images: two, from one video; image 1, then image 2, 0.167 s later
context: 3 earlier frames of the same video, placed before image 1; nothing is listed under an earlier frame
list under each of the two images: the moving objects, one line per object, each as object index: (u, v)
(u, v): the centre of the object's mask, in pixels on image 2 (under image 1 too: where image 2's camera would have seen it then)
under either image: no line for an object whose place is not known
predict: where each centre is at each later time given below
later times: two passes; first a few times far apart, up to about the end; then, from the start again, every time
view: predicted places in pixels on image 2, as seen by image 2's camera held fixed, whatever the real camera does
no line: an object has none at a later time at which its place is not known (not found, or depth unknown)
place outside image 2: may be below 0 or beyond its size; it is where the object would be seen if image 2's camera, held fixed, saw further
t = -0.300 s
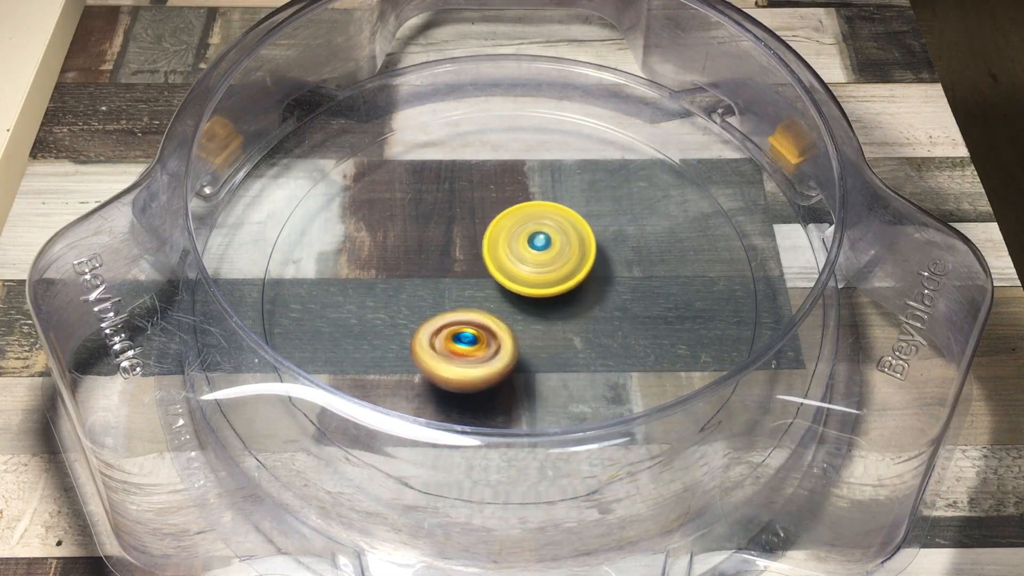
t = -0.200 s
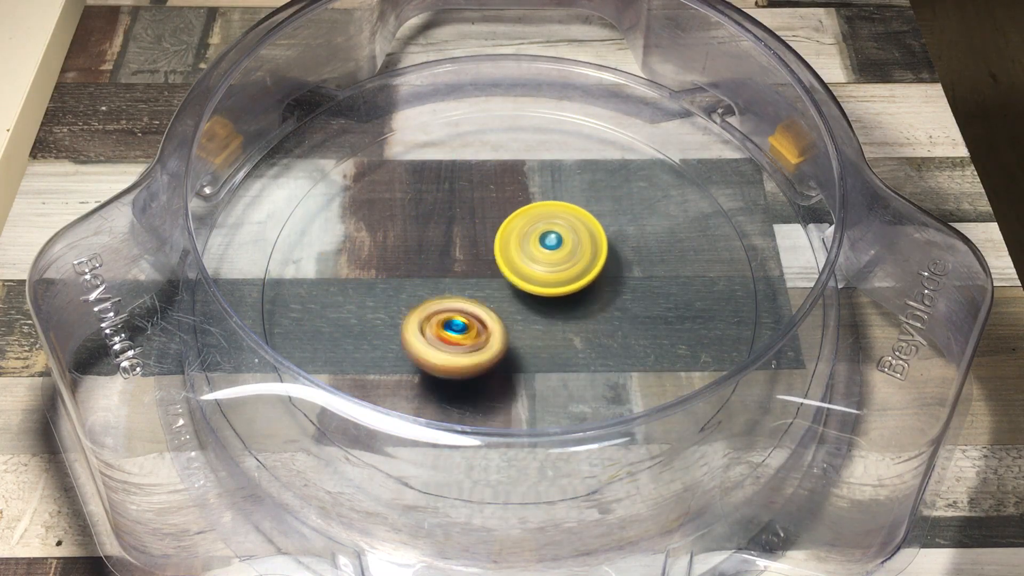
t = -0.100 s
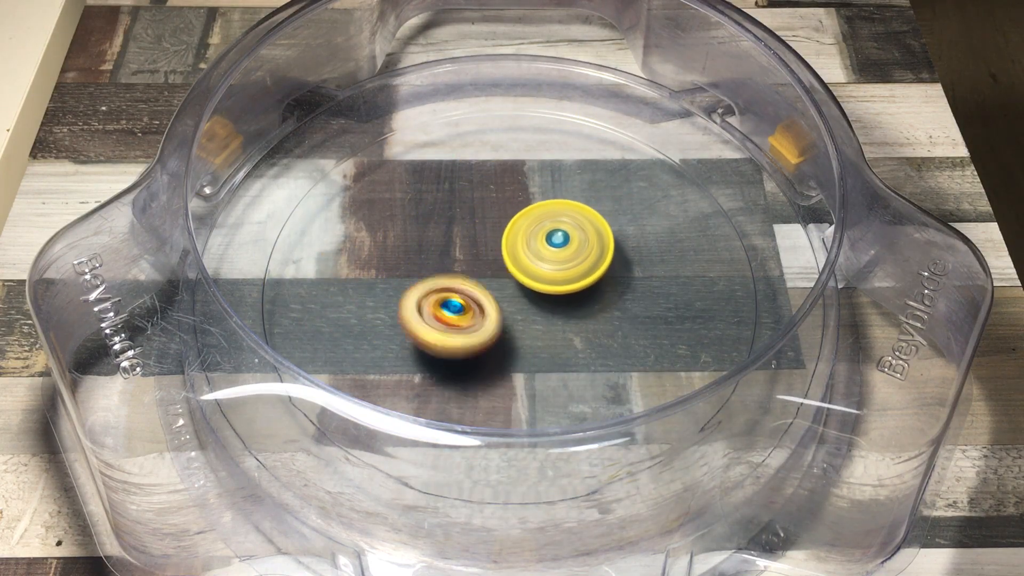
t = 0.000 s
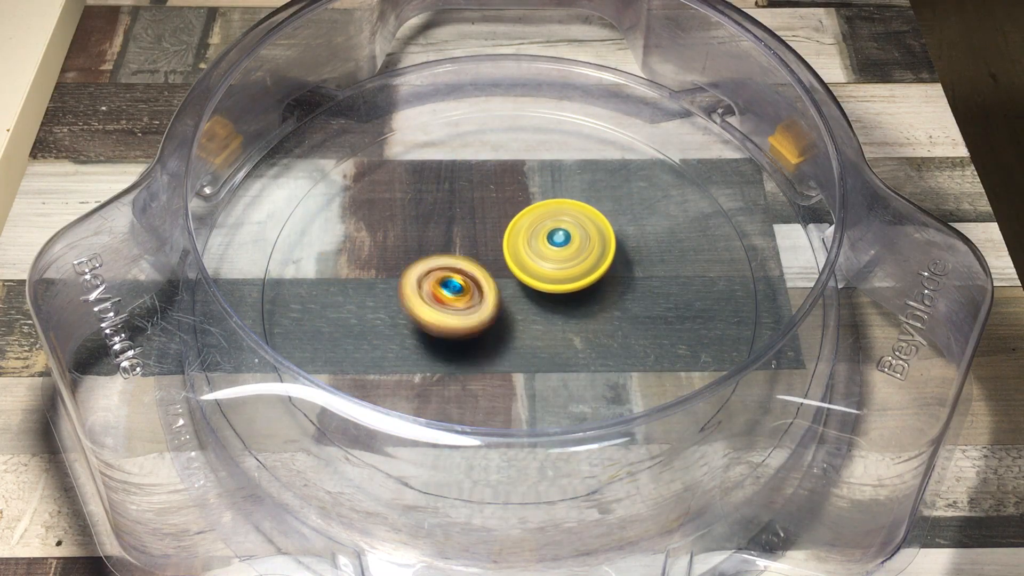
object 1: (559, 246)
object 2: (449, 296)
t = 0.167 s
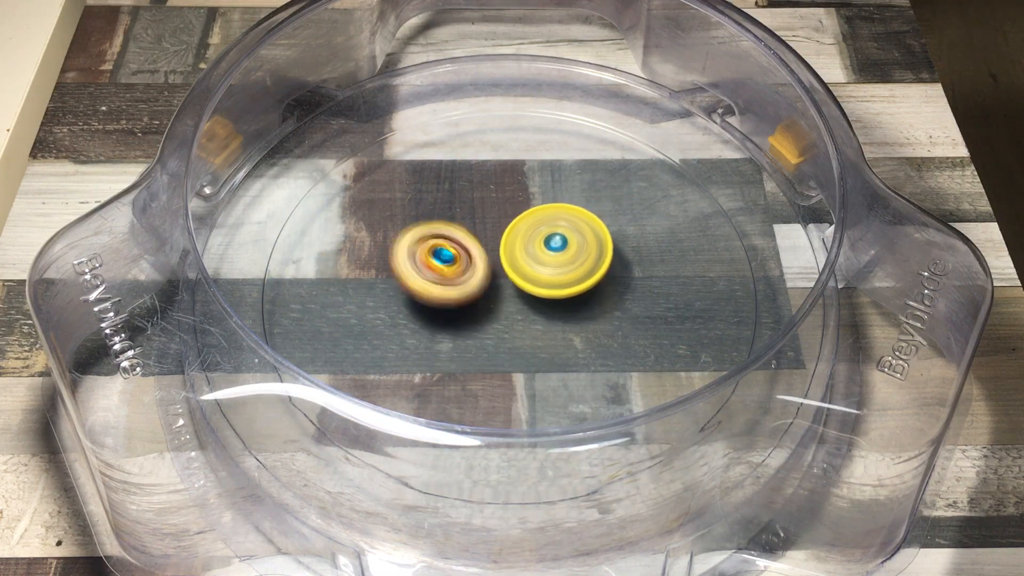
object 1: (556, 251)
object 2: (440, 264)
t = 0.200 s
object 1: (556, 252)
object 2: (433, 257)
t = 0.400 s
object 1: (552, 269)
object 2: (433, 226)
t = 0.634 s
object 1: (544, 297)
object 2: (478, 222)
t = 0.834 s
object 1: (545, 320)
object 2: (519, 219)
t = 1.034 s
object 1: (544, 325)
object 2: (552, 230)
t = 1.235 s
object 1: (529, 333)
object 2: (587, 234)
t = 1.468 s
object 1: (499, 325)
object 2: (605, 259)
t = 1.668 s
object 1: (470, 307)
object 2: (590, 290)
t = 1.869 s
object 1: (443, 288)
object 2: (550, 317)
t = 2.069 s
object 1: (424, 271)
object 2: (513, 333)
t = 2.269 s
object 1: (418, 254)
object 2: (485, 332)
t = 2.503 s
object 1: (437, 231)
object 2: (476, 328)
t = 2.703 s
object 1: (474, 220)
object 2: (480, 304)
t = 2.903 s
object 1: (507, 199)
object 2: (483, 291)
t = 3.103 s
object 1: (539, 191)
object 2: (475, 276)
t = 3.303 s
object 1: (556, 208)
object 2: (470, 284)
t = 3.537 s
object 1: (578, 244)
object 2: (476, 293)
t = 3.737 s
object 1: (581, 287)
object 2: (469, 302)
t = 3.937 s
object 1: (577, 322)
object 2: (448, 302)
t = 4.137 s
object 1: (556, 346)
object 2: (452, 288)
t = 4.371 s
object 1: (514, 350)
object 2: (480, 262)
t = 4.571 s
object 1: (476, 334)
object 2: (504, 242)
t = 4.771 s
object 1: (444, 302)
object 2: (525, 233)
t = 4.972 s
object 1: (428, 269)
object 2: (540, 241)
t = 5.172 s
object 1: (429, 240)
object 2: (546, 260)
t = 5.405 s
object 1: (453, 223)
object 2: (539, 287)
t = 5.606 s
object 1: (489, 224)
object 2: (527, 305)
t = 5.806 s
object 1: (533, 232)
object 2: (509, 317)
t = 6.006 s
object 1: (570, 248)
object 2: (495, 313)
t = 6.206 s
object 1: (590, 269)
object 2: (479, 292)
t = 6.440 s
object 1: (586, 298)
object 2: (456, 272)
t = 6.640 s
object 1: (561, 319)
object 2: (459, 257)
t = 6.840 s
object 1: (524, 331)
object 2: (480, 243)
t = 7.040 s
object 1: (484, 328)
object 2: (499, 231)
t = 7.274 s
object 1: (450, 307)
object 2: (527, 240)
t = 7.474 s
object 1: (438, 283)
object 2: (554, 258)
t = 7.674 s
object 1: (444, 256)
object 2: (567, 275)
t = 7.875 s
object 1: (464, 237)
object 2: (554, 294)
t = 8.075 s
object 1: (496, 227)
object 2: (527, 313)
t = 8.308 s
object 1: (537, 234)
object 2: (499, 326)
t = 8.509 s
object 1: (563, 251)
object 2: (478, 310)
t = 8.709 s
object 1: (576, 275)
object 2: (457, 283)
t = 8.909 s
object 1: (569, 302)
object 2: (448, 258)
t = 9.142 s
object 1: (539, 322)
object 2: (470, 240)
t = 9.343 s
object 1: (503, 326)
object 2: (508, 233)
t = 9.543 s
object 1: (468, 316)
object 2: (541, 234)
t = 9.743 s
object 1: (451, 294)
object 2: (560, 255)
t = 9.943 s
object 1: (448, 265)
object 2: (562, 286)
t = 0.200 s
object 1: (556, 252)
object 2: (433, 257)
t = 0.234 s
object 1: (556, 254)
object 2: (430, 250)
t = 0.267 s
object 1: (556, 256)
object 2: (427, 244)
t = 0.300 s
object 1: (555, 258)
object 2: (426, 238)
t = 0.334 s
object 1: (554, 262)
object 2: (427, 234)
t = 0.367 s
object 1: (553, 265)
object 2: (429, 230)
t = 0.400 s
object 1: (552, 269)
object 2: (433, 226)
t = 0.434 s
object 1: (550, 272)
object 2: (438, 225)
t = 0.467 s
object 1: (549, 277)
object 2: (443, 223)
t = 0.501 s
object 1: (548, 281)
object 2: (450, 221)
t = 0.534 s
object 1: (547, 285)
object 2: (457, 222)
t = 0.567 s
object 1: (546, 289)
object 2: (463, 221)
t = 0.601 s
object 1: (545, 293)
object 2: (470, 221)
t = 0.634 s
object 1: (544, 297)
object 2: (478, 222)
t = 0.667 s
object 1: (544, 301)
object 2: (484, 222)
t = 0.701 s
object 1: (543, 304)
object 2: (492, 222)
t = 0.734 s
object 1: (543, 309)
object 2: (499, 221)
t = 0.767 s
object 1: (544, 314)
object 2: (505, 219)
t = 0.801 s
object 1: (544, 317)
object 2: (512, 219)
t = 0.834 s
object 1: (545, 320)
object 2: (519, 219)
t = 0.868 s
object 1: (545, 322)
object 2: (524, 219)
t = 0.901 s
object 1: (546, 324)
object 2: (530, 220)
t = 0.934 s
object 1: (546, 325)
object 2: (536, 222)
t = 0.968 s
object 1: (546, 326)
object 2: (541, 225)
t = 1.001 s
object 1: (545, 326)
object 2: (546, 227)
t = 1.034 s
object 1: (544, 325)
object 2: (552, 230)
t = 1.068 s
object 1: (542, 325)
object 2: (556, 233)
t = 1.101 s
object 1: (540, 326)
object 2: (561, 234)
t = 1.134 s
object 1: (536, 331)
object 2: (568, 231)
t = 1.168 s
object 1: (534, 333)
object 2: (576, 231)
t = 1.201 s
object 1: (532, 333)
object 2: (582, 232)
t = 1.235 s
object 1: (529, 333)
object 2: (587, 234)
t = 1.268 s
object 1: (525, 333)
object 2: (593, 236)
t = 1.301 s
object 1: (521, 332)
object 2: (597, 240)
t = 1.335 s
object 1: (518, 332)
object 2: (600, 243)
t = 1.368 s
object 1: (514, 330)
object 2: (602, 246)
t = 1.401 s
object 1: (509, 329)
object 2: (604, 250)
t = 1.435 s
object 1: (504, 327)
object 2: (605, 255)
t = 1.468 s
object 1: (499, 325)
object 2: (605, 259)
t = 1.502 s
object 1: (495, 323)
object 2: (604, 264)
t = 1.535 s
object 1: (490, 320)
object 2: (603, 269)
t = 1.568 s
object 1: (485, 317)
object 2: (601, 274)
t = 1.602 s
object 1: (480, 314)
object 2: (597, 280)
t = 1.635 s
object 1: (475, 310)
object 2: (594, 285)
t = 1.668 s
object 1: (470, 307)
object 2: (590, 290)
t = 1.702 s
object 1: (465, 303)
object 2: (584, 295)
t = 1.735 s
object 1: (460, 300)
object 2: (578, 300)
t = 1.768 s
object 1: (456, 296)
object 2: (572, 304)
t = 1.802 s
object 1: (452, 293)
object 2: (566, 310)
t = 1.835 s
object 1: (447, 290)
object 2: (558, 314)
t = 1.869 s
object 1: (443, 288)
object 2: (550, 317)
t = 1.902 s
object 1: (440, 286)
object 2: (543, 320)
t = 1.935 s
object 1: (437, 283)
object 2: (536, 324)
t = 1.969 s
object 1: (433, 280)
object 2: (530, 327)
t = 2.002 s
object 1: (429, 277)
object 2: (524, 330)
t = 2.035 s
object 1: (427, 274)
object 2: (519, 332)
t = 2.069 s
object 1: (424, 271)
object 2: (513, 333)
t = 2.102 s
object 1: (423, 269)
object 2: (506, 333)
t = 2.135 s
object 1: (422, 266)
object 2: (500, 332)
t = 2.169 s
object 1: (422, 264)
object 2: (494, 330)
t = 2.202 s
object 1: (420, 260)
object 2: (492, 331)
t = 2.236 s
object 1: (419, 256)
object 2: (489, 332)
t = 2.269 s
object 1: (418, 254)
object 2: (485, 332)
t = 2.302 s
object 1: (419, 252)
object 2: (481, 330)
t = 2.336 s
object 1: (421, 250)
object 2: (477, 328)
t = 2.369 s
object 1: (425, 248)
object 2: (475, 325)
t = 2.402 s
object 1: (427, 243)
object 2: (475, 327)
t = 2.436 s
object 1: (430, 238)
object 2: (475, 328)
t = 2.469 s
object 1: (433, 233)
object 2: (476, 329)
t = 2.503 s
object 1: (437, 231)
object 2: (476, 328)
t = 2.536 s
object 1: (442, 229)
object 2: (478, 325)
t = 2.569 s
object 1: (447, 227)
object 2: (479, 323)
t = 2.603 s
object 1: (453, 226)
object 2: (480, 319)
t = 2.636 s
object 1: (460, 224)
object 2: (480, 314)
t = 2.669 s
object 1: (467, 223)
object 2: (480, 309)
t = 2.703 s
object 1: (474, 220)
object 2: (480, 304)
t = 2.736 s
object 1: (481, 214)
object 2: (480, 303)
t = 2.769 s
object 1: (486, 209)
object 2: (481, 302)
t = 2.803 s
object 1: (491, 206)
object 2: (481, 301)
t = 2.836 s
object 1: (496, 203)
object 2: (482, 298)
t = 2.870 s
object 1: (502, 202)
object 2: (483, 295)
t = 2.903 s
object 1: (507, 199)
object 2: (483, 291)
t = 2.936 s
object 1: (512, 198)
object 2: (484, 286)
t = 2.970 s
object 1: (516, 197)
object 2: (485, 282)
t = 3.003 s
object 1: (521, 196)
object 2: (485, 278)
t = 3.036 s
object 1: (526, 196)
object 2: (483, 275)
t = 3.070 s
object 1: (534, 192)
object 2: (479, 275)
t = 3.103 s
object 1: (539, 191)
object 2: (475, 276)
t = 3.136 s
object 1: (542, 191)
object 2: (472, 277)
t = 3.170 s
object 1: (545, 193)
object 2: (470, 278)
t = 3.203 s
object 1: (548, 195)
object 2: (469, 280)
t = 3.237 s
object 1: (551, 198)
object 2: (469, 281)
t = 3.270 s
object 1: (554, 203)
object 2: (469, 283)
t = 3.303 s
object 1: (556, 208)
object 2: (470, 284)
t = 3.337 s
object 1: (559, 213)
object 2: (472, 285)
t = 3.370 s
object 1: (562, 219)
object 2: (475, 286)
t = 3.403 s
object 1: (564, 226)
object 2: (479, 287)
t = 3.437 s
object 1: (567, 231)
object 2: (483, 286)
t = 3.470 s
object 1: (571, 236)
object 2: (485, 286)
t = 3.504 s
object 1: (576, 239)
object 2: (480, 290)
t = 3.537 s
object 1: (578, 244)
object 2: (476, 293)
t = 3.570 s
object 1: (578, 250)
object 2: (474, 295)
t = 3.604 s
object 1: (578, 257)
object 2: (472, 298)
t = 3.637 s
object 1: (578, 265)
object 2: (472, 299)
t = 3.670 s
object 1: (578, 272)
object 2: (472, 301)
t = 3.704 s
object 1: (578, 280)
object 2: (472, 302)
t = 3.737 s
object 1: (581, 287)
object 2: (469, 302)
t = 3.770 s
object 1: (584, 291)
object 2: (463, 303)
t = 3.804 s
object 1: (584, 297)
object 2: (458, 303)
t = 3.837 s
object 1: (583, 303)
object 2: (454, 303)
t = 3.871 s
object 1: (582, 309)
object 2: (452, 303)
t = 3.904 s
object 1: (580, 316)
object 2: (450, 302)
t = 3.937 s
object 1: (577, 322)
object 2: (448, 302)
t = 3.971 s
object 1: (574, 327)
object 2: (447, 301)
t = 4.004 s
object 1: (572, 332)
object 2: (447, 299)
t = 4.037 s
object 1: (569, 337)
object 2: (447, 297)
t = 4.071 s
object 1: (565, 340)
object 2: (448, 295)
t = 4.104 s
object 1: (561, 343)
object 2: (450, 291)
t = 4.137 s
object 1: (556, 346)
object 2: (452, 288)
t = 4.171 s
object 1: (551, 348)
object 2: (456, 284)
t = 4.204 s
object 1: (545, 349)
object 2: (459, 281)
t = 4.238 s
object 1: (539, 350)
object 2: (463, 277)
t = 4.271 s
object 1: (532, 351)
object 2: (467, 274)
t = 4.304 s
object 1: (526, 351)
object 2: (471, 271)
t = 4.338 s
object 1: (520, 351)
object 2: (475, 267)
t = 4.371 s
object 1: (514, 350)
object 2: (480, 262)
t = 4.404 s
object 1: (507, 349)
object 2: (484, 258)
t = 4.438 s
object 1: (500, 347)
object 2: (488, 254)
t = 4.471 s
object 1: (494, 344)
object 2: (492, 251)
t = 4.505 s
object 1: (488, 342)
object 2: (497, 248)
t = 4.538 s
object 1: (482, 338)
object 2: (500, 245)
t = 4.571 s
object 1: (476, 334)
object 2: (504, 242)
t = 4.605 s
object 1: (470, 329)
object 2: (508, 240)
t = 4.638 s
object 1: (464, 324)
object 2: (512, 238)
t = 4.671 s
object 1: (459, 319)
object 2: (515, 236)
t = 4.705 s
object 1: (454, 314)
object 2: (518, 234)
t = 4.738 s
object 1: (449, 308)
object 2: (522, 233)
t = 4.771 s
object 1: (444, 302)
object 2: (525, 233)
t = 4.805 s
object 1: (440, 296)
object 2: (528, 233)
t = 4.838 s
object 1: (437, 291)
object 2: (531, 233)
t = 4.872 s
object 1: (434, 286)
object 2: (534, 235)
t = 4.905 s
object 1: (431, 280)
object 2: (536, 236)
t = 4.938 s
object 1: (430, 275)
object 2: (539, 238)
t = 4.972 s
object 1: (428, 269)
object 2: (540, 241)
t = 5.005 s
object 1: (428, 263)
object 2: (542, 243)
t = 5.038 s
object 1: (428, 258)
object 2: (543, 246)
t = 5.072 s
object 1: (428, 253)
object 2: (545, 249)
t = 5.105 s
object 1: (428, 249)
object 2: (545, 253)
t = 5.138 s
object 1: (428, 244)
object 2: (546, 257)
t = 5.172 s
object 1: (429, 240)
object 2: (546, 260)
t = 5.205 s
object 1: (432, 236)
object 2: (546, 264)
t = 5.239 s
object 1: (434, 233)
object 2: (545, 268)
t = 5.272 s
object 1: (437, 231)
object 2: (544, 272)
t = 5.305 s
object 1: (440, 228)
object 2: (543, 276)
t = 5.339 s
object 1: (444, 226)
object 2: (542, 280)
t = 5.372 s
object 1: (448, 225)
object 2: (541, 283)
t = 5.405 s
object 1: (453, 223)
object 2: (539, 287)
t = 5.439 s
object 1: (458, 223)
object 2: (537, 290)
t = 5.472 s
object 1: (464, 222)
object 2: (536, 294)
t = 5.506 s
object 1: (470, 223)
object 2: (533, 297)
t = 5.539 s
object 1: (476, 223)
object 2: (531, 300)
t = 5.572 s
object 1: (483, 223)
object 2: (529, 303)
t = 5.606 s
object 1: (489, 224)
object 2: (527, 305)
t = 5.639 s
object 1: (496, 224)
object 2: (524, 307)
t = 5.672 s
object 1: (504, 225)
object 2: (521, 309)
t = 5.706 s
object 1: (511, 226)
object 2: (517, 312)
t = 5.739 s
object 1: (518, 228)
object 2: (515, 314)
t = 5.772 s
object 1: (525, 230)
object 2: (512, 316)
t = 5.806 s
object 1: (533, 232)
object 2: (509, 317)
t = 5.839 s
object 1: (540, 235)
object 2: (507, 318)
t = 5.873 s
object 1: (546, 237)
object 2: (504, 318)
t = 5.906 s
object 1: (553, 240)
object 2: (502, 317)
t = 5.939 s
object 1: (559, 242)
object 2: (499, 316)
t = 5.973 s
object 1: (565, 245)
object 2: (497, 315)
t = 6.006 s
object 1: (570, 248)
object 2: (495, 313)
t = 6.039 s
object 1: (574, 251)
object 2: (492, 310)
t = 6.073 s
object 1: (578, 255)
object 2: (490, 307)
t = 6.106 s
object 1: (581, 258)
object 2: (489, 303)
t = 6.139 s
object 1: (584, 262)
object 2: (487, 300)
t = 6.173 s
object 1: (587, 265)
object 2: (485, 295)
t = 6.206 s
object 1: (590, 269)
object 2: (479, 292)
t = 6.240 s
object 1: (591, 273)
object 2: (475, 290)
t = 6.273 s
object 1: (592, 277)
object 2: (470, 287)
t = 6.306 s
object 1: (591, 281)
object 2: (467, 284)
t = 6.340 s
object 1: (591, 285)
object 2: (463, 281)
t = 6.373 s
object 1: (589, 290)
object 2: (460, 278)
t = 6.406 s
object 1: (588, 294)
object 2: (458, 275)
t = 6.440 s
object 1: (586, 298)
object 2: (456, 272)
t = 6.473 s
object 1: (583, 303)
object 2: (455, 269)
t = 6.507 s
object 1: (579, 307)
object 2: (454, 266)
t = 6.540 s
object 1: (575, 310)
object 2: (454, 264)
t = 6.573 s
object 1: (571, 314)
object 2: (455, 261)
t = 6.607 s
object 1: (566, 317)
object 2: (457, 259)
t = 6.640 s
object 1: (561, 319)
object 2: (459, 257)
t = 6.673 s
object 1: (555, 322)
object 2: (462, 255)
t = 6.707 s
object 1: (548, 324)
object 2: (466, 254)
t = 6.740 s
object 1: (541, 325)
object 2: (470, 252)
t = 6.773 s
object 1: (535, 327)
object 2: (474, 251)
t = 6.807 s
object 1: (530, 330)
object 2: (478, 246)
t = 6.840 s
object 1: (524, 331)
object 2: (480, 243)
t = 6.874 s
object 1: (518, 332)
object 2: (483, 240)
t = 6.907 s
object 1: (511, 332)
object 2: (486, 237)
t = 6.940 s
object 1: (504, 332)
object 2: (489, 235)
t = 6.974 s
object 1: (497, 331)
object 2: (492, 233)
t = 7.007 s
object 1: (491, 330)
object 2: (495, 231)
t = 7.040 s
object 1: (484, 328)
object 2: (499, 231)
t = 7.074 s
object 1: (479, 326)
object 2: (503, 231)
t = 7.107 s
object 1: (473, 324)
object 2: (507, 232)
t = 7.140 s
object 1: (467, 321)
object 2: (511, 233)
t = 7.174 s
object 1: (462, 318)
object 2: (515, 234)
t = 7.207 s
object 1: (458, 315)
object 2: (519, 235)
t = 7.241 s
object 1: (454, 311)
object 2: (523, 237)
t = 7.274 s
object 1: (450, 307)
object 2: (527, 240)
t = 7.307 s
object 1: (447, 303)
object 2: (531, 243)
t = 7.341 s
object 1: (445, 299)
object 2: (534, 246)
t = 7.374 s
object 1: (442, 295)
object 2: (538, 250)
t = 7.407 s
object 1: (440, 291)
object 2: (543, 252)
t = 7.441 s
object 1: (438, 287)
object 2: (548, 255)
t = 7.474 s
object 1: (438, 283)
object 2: (554, 258)
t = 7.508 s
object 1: (438, 278)
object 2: (558, 260)
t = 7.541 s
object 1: (438, 274)
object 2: (561, 263)
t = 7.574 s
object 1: (439, 269)
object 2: (564, 266)
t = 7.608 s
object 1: (440, 265)
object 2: (565, 269)
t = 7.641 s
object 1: (442, 260)
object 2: (567, 272)
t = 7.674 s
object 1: (444, 256)
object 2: (567, 275)
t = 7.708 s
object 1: (447, 252)
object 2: (566, 278)
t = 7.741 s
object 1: (449, 248)
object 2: (564, 282)
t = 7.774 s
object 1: (453, 245)
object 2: (563, 285)
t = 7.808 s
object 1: (456, 242)
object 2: (560, 289)
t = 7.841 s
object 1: (460, 239)
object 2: (557, 292)
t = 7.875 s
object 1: (464, 237)
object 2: (554, 294)
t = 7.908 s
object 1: (469, 235)
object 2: (550, 297)
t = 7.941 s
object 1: (474, 233)
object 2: (546, 299)
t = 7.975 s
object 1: (479, 232)
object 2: (541, 301)
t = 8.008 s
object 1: (484, 230)
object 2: (535, 304)
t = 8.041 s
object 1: (490, 227)
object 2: (530, 309)
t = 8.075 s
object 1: (496, 227)
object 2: (527, 313)
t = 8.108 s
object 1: (502, 227)
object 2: (524, 317)
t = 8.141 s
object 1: (508, 227)
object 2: (520, 320)
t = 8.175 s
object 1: (514, 227)
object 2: (517, 323)
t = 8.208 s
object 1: (520, 228)
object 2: (512, 324)
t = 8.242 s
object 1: (525, 230)
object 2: (508, 325)
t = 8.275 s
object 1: (531, 231)
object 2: (503, 326)
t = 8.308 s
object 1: (537, 234)
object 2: (499, 326)
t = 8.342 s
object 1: (542, 236)
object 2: (494, 325)
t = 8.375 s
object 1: (547, 238)
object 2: (491, 324)
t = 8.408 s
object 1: (552, 241)
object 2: (488, 321)
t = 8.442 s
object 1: (556, 244)
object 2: (484, 318)
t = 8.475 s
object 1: (559, 247)
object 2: (481, 314)
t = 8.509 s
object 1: (563, 251)
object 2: (478, 310)
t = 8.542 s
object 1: (565, 255)
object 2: (475, 306)
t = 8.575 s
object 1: (568, 259)
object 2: (473, 301)
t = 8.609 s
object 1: (570, 262)
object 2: (471, 296)
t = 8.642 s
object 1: (574, 266)
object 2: (465, 291)
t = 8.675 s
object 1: (575, 270)
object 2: (461, 287)
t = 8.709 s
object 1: (576, 275)
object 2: (457, 283)
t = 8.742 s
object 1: (576, 279)
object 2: (453, 279)
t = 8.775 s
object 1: (576, 284)
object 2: (450, 275)
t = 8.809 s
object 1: (575, 289)
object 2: (449, 271)
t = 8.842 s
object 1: (574, 293)
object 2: (448, 266)
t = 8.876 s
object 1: (572, 298)
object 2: (447, 262)
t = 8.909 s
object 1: (569, 302)
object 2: (448, 258)
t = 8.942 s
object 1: (567, 306)
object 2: (448, 254)
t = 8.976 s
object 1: (563, 309)
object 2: (450, 251)
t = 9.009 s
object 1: (560, 313)
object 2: (454, 248)
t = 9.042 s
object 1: (555, 316)
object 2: (457, 245)
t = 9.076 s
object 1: (550, 318)
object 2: (462, 243)
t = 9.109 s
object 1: (545, 320)
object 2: (465, 240)
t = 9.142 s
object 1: (539, 322)
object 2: (470, 240)
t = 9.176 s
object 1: (533, 323)
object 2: (477, 239)
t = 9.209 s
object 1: (527, 324)
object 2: (483, 239)
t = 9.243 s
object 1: (521, 325)
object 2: (490, 239)
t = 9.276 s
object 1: (515, 327)
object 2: (497, 236)
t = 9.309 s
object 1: (510, 327)
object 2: (502, 234)
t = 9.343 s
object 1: (503, 326)
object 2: (508, 233)
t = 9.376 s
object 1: (497, 325)
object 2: (513, 231)
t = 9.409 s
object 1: (490, 324)
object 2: (519, 231)
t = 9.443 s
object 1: (484, 323)
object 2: (526, 230)
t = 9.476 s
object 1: (478, 321)
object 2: (530, 230)
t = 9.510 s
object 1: (473, 319)
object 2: (536, 233)
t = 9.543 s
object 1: (468, 316)
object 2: (541, 234)
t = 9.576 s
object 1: (464, 313)
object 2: (546, 236)
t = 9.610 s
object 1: (460, 310)
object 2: (550, 239)
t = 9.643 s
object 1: (457, 306)
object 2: (552, 242)
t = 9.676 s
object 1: (454, 303)
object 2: (555, 246)
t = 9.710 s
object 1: (452, 299)
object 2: (558, 250)
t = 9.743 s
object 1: (451, 294)
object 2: (560, 255)
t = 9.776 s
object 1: (450, 290)
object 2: (561, 259)
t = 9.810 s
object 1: (449, 285)
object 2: (560, 264)
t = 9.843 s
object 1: (450, 281)
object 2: (560, 269)
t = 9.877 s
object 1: (450, 276)
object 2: (558, 275)
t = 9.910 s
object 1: (448, 271)
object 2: (560, 281)
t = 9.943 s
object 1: (448, 265)
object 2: (562, 286)
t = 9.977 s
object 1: (449, 261)
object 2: (563, 290)
